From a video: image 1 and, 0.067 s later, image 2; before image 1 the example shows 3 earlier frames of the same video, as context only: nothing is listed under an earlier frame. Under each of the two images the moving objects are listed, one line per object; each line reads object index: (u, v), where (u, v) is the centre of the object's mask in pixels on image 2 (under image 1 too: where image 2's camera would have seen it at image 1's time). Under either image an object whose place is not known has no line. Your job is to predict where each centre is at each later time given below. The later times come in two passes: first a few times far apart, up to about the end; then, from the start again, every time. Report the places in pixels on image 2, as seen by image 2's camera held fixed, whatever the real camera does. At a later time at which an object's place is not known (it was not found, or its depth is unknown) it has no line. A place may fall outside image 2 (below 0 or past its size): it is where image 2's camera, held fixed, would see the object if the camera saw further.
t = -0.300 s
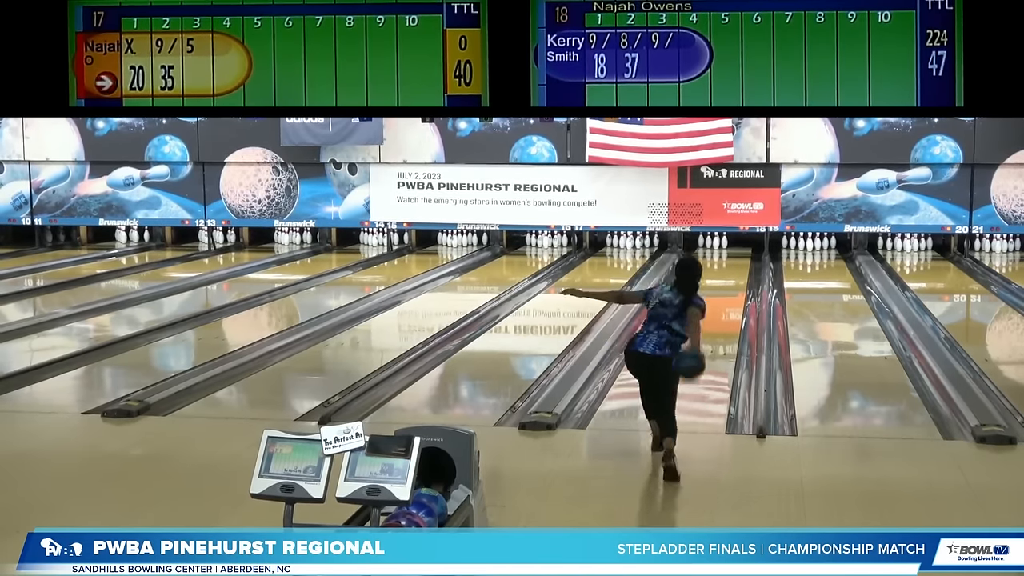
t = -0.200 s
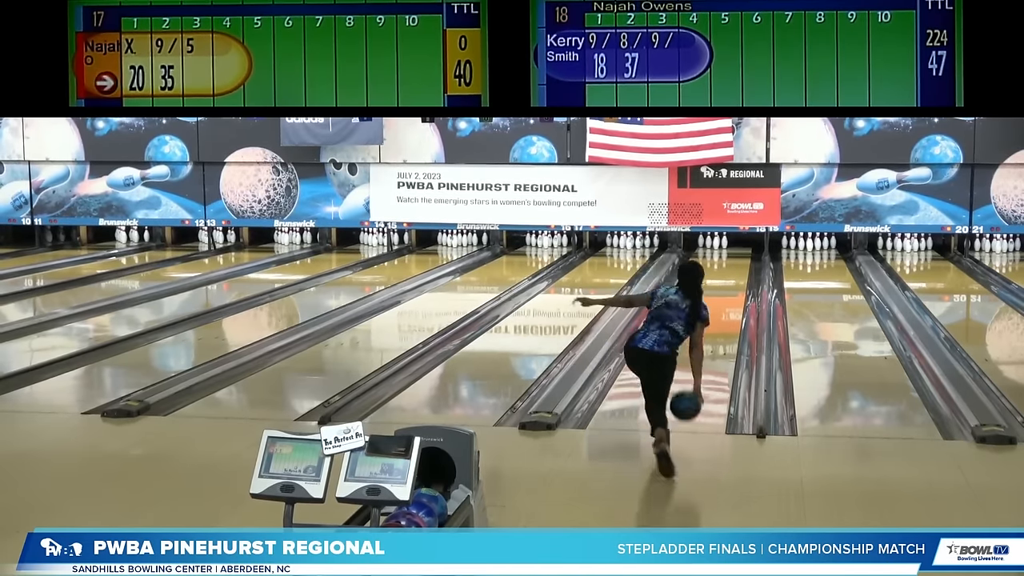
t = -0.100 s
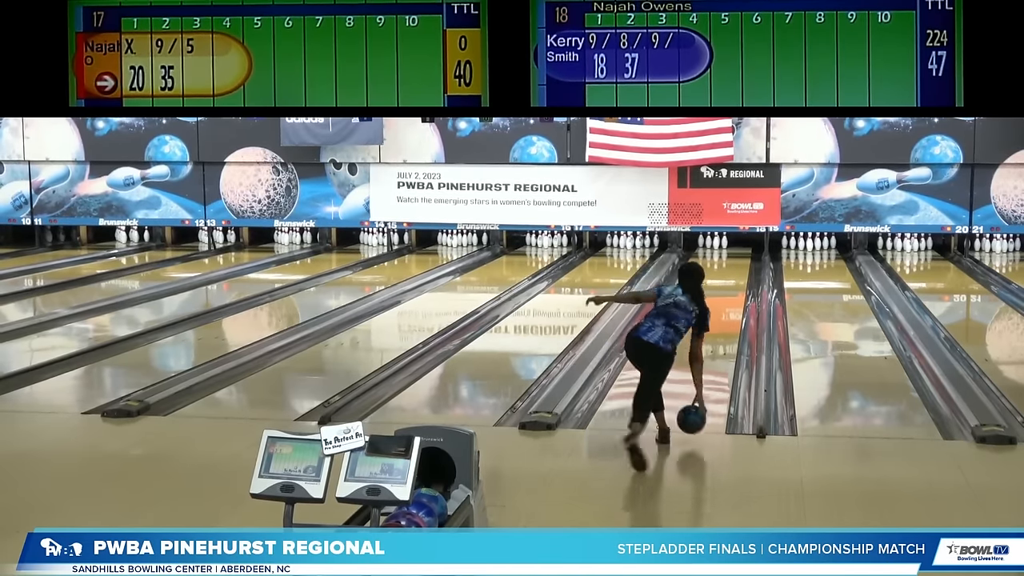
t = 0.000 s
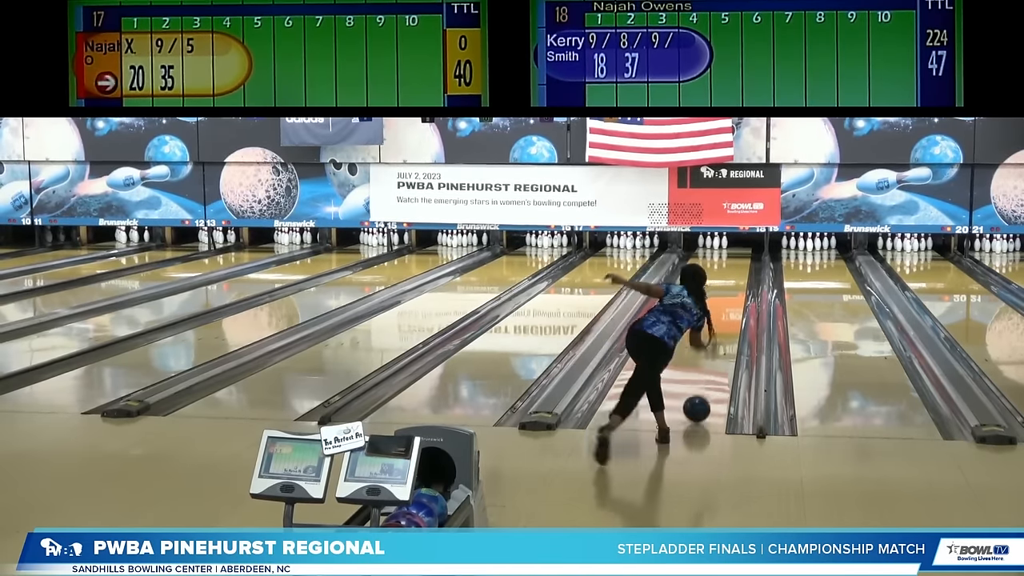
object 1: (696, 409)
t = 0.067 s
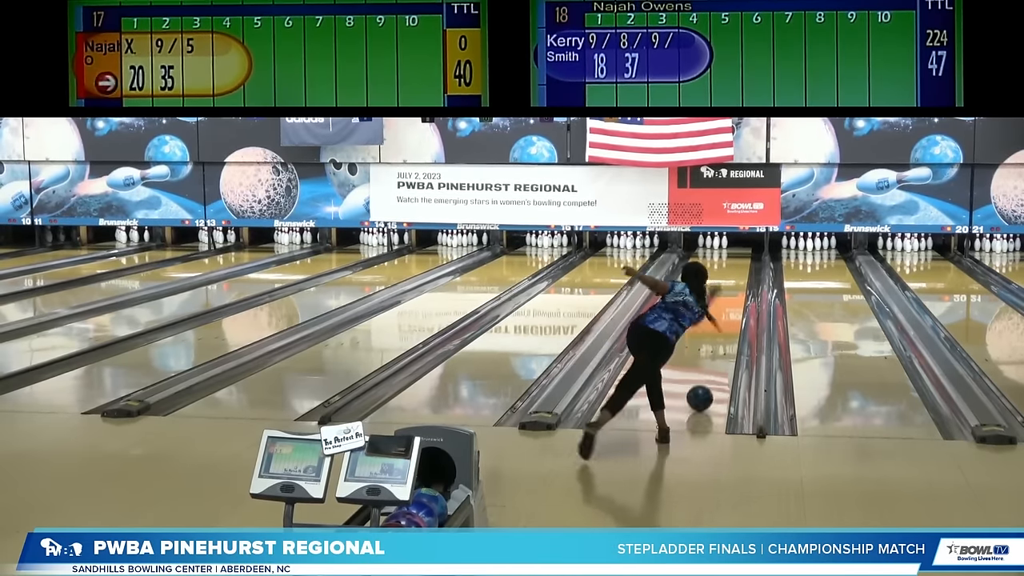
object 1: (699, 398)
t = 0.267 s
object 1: (707, 369)
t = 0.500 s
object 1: (713, 343)
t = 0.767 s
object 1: (718, 320)
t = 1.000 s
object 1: (722, 303)
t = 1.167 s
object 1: (724, 293)
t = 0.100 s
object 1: (701, 393)
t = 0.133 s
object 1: (702, 388)
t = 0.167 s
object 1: (703, 383)
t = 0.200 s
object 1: (705, 379)
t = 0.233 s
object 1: (706, 374)
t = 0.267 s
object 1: (707, 369)
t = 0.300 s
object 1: (708, 365)
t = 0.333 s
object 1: (709, 361)
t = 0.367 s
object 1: (710, 358)
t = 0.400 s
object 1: (711, 354)
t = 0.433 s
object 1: (711, 350)
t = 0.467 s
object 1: (712, 347)
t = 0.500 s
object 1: (713, 343)
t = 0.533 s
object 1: (714, 340)
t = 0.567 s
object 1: (715, 337)
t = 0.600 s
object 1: (715, 334)
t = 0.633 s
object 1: (716, 331)
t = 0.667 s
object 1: (717, 328)
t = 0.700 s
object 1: (717, 325)
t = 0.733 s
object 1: (718, 322)
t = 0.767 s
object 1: (718, 320)
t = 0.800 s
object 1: (719, 317)
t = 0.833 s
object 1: (720, 314)
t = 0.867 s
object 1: (720, 312)
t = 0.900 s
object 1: (721, 310)
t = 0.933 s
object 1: (721, 308)
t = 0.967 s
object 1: (722, 305)
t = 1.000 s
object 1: (722, 303)
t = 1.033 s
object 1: (723, 301)
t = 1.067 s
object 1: (723, 299)
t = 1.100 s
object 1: (724, 297)
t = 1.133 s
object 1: (724, 295)
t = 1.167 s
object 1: (724, 293)
